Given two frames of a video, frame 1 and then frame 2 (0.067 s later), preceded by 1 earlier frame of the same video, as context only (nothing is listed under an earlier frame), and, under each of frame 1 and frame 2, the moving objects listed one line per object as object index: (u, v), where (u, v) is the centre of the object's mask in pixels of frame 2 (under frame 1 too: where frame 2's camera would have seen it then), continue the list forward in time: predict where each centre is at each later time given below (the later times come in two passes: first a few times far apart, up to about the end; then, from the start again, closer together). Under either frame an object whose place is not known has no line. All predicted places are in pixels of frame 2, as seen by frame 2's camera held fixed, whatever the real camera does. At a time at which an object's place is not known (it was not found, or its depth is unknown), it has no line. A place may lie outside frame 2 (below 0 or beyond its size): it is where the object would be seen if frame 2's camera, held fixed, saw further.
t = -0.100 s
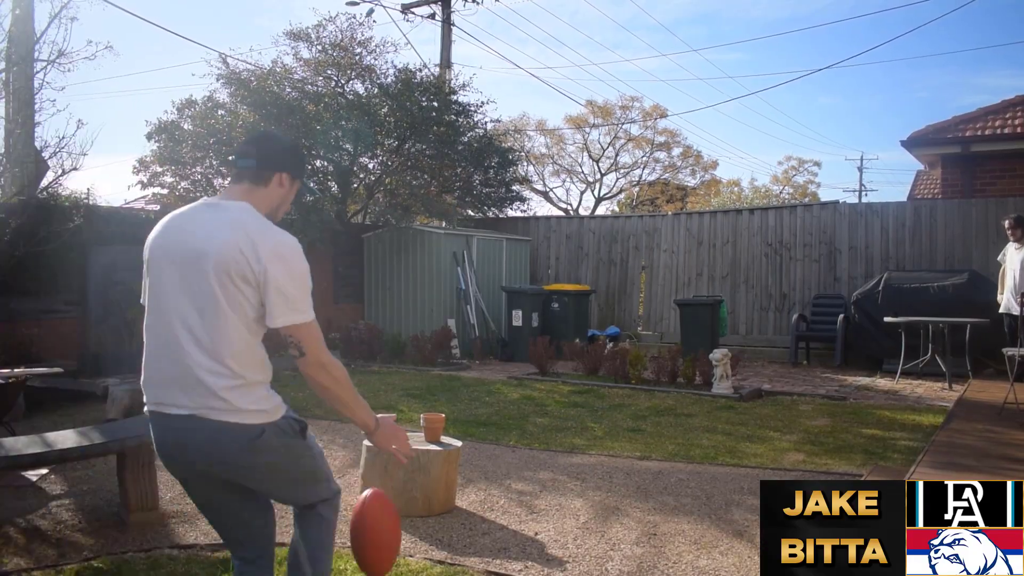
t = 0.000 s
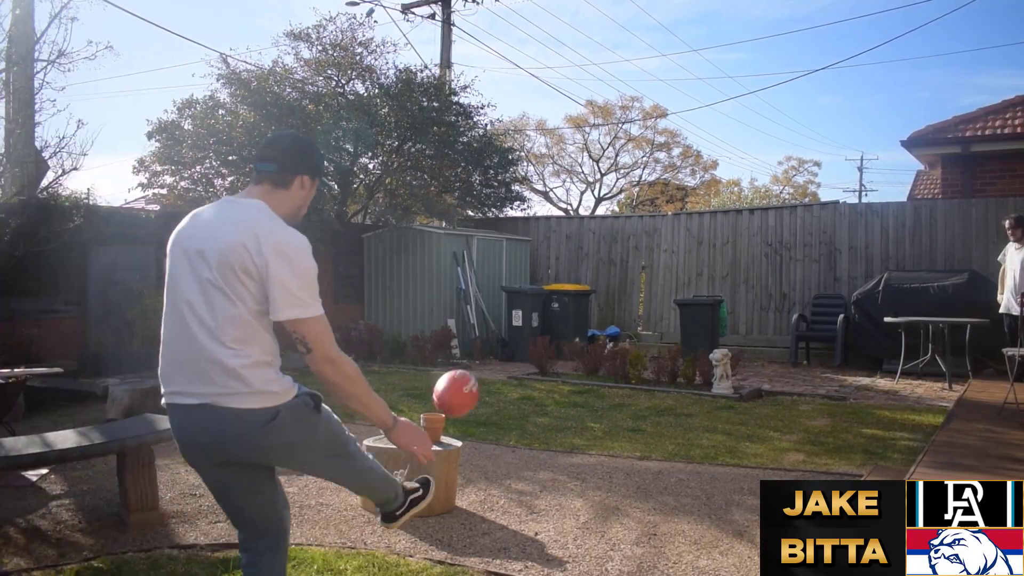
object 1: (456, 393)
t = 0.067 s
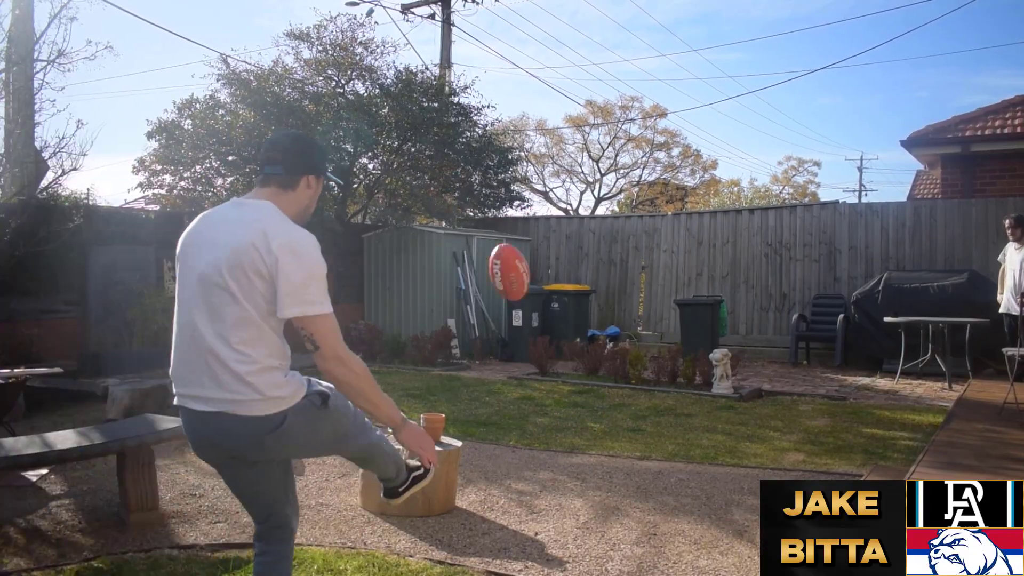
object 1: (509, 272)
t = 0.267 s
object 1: (614, 80)
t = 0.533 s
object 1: (686, 12)
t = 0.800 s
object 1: (730, 39)
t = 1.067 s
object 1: (760, 117)
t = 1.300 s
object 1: (778, 210)
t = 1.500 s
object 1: (788, 303)
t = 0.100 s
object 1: (532, 226)
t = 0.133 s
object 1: (552, 186)
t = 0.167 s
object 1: (570, 152)
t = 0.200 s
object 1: (587, 124)
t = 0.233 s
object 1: (601, 101)
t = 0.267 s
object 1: (614, 80)
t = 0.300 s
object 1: (626, 62)
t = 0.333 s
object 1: (637, 49)
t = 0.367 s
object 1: (646, 38)
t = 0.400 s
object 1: (656, 29)
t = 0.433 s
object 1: (664, 23)
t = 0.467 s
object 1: (672, 18)
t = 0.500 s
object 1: (679, 15)
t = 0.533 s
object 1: (686, 12)
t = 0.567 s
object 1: (692, 12)
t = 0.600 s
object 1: (699, 14)
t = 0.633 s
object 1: (704, 15)
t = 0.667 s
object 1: (710, 19)
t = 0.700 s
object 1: (715, 22)
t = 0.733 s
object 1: (721, 27)
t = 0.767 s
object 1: (726, 33)
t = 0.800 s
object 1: (730, 39)
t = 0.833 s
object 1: (734, 47)
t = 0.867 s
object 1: (739, 55)
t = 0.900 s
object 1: (743, 64)
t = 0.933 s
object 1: (746, 73)
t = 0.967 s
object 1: (750, 83)
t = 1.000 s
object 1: (753, 94)
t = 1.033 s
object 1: (757, 105)
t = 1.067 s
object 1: (760, 117)
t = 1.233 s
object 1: (773, 181)
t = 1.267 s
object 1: (775, 195)
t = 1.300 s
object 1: (778, 210)
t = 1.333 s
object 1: (779, 224)
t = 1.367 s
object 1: (781, 239)
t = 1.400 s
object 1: (783, 254)
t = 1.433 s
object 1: (785, 270)
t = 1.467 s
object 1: (787, 286)
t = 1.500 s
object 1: (788, 303)
